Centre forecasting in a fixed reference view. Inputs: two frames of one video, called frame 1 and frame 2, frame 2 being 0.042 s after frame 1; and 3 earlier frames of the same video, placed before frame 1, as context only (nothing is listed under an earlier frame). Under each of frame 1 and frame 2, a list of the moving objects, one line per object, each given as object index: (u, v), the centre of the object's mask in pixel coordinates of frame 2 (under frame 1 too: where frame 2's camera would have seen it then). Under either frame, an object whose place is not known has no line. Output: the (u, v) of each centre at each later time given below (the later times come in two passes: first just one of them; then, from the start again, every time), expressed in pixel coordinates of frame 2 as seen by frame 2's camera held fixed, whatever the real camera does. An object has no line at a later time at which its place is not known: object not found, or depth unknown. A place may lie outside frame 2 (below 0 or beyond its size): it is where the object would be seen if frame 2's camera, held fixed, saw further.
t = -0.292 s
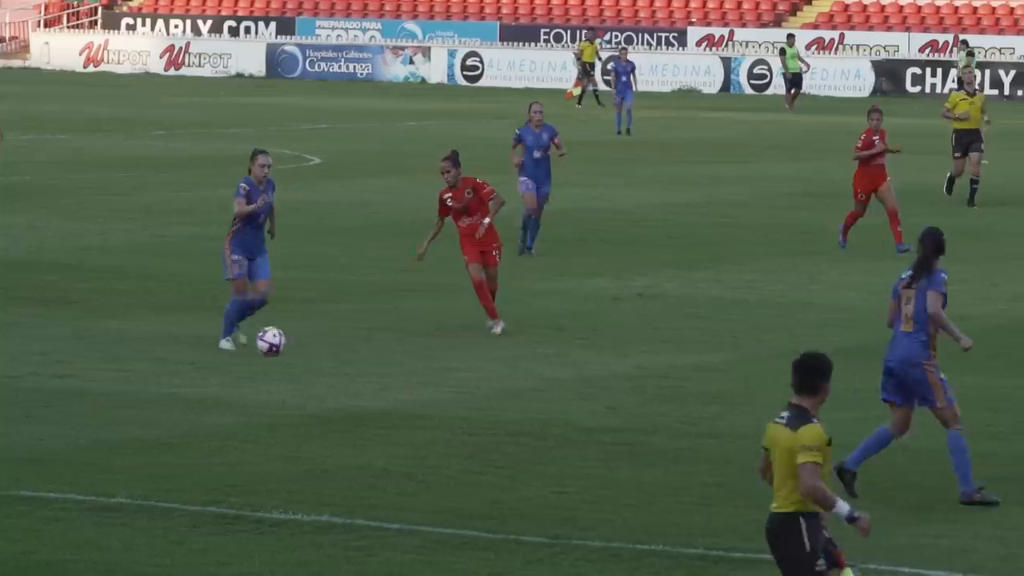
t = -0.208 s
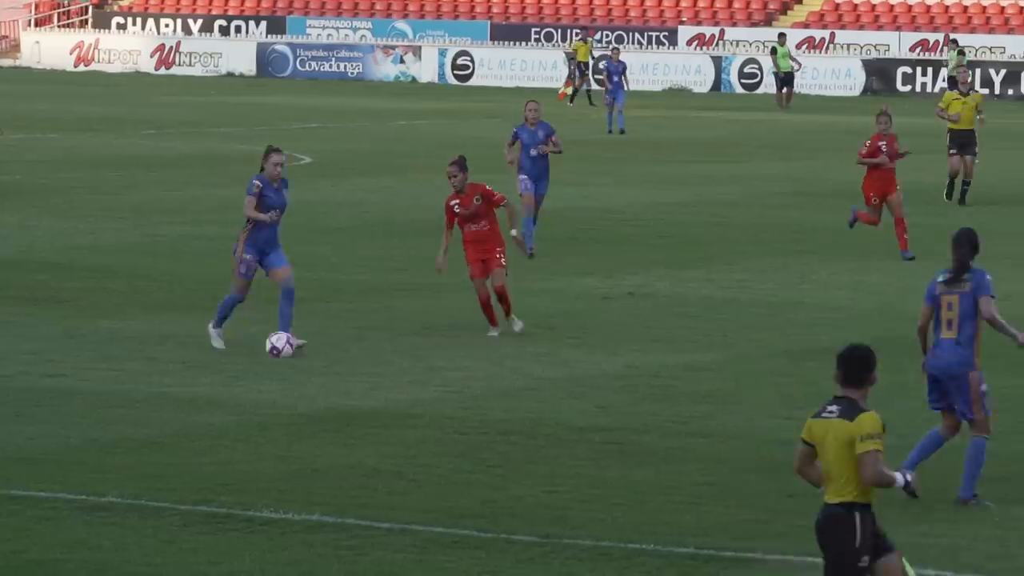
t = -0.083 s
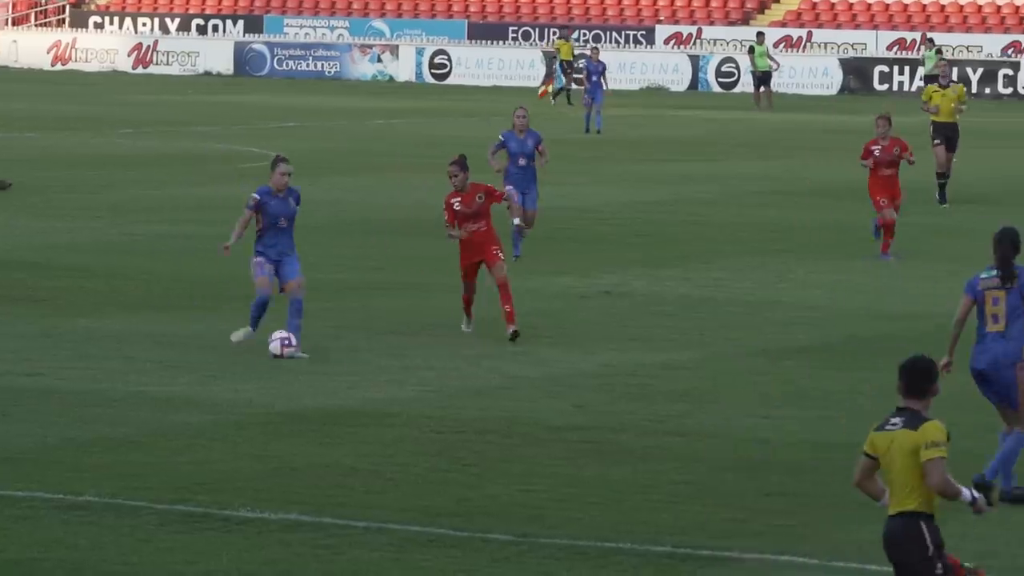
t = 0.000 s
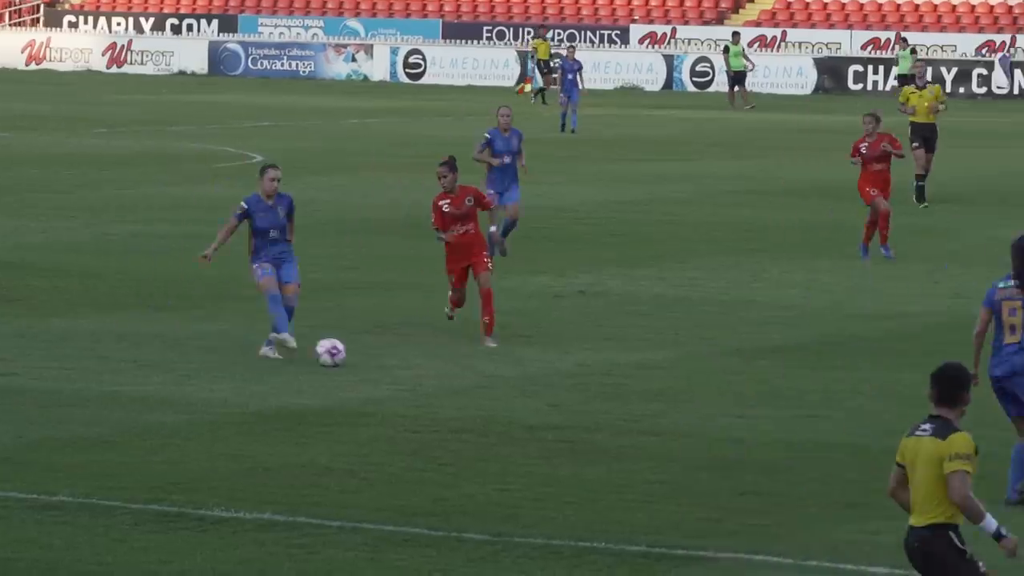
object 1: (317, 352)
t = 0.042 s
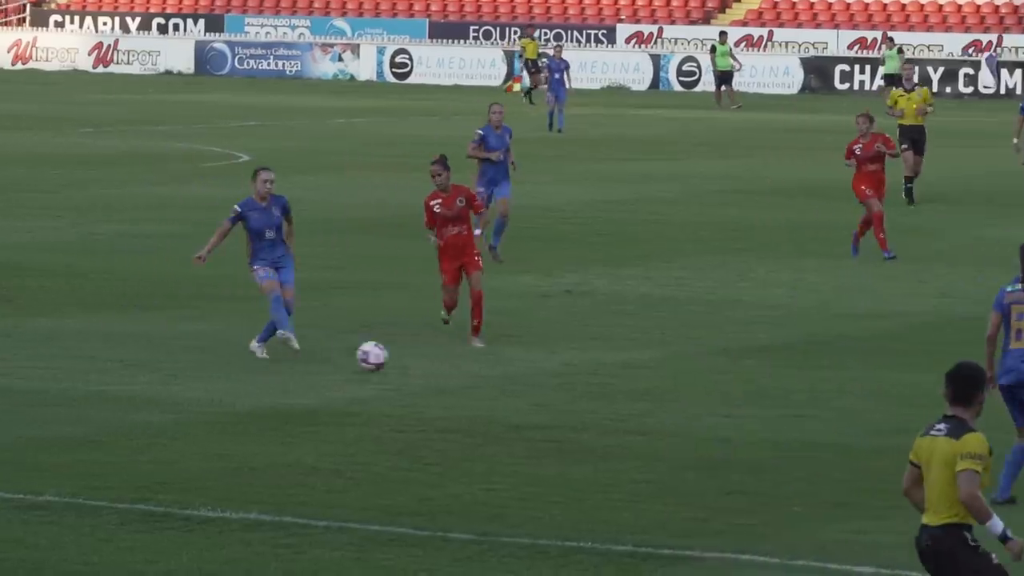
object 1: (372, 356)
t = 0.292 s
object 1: (705, 392)
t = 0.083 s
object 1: (428, 361)
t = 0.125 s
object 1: (486, 371)
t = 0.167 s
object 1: (543, 379)
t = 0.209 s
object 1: (596, 382)
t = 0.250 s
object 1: (650, 386)
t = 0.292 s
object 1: (705, 392)
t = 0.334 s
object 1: (763, 403)
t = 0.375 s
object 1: (818, 411)
